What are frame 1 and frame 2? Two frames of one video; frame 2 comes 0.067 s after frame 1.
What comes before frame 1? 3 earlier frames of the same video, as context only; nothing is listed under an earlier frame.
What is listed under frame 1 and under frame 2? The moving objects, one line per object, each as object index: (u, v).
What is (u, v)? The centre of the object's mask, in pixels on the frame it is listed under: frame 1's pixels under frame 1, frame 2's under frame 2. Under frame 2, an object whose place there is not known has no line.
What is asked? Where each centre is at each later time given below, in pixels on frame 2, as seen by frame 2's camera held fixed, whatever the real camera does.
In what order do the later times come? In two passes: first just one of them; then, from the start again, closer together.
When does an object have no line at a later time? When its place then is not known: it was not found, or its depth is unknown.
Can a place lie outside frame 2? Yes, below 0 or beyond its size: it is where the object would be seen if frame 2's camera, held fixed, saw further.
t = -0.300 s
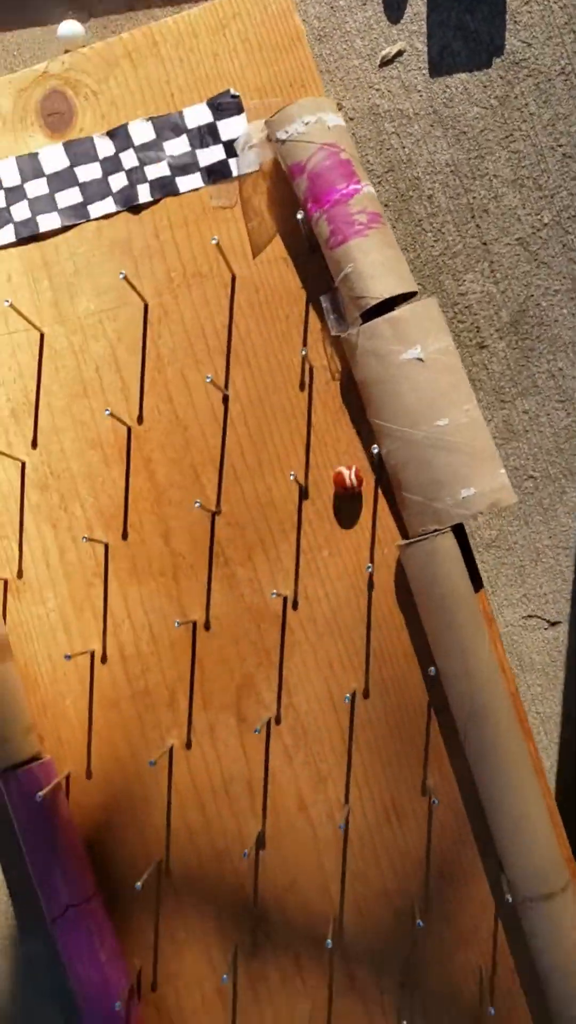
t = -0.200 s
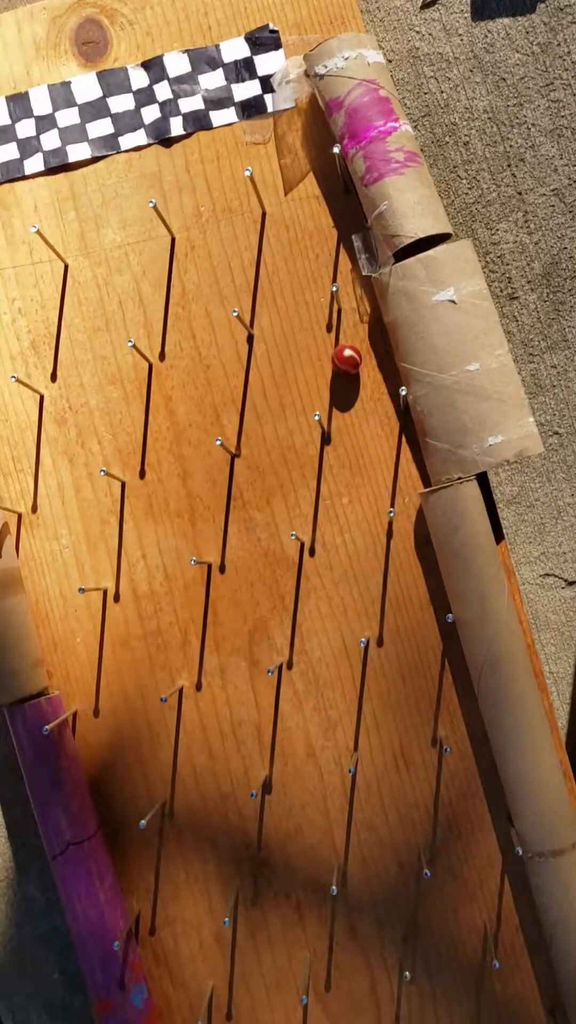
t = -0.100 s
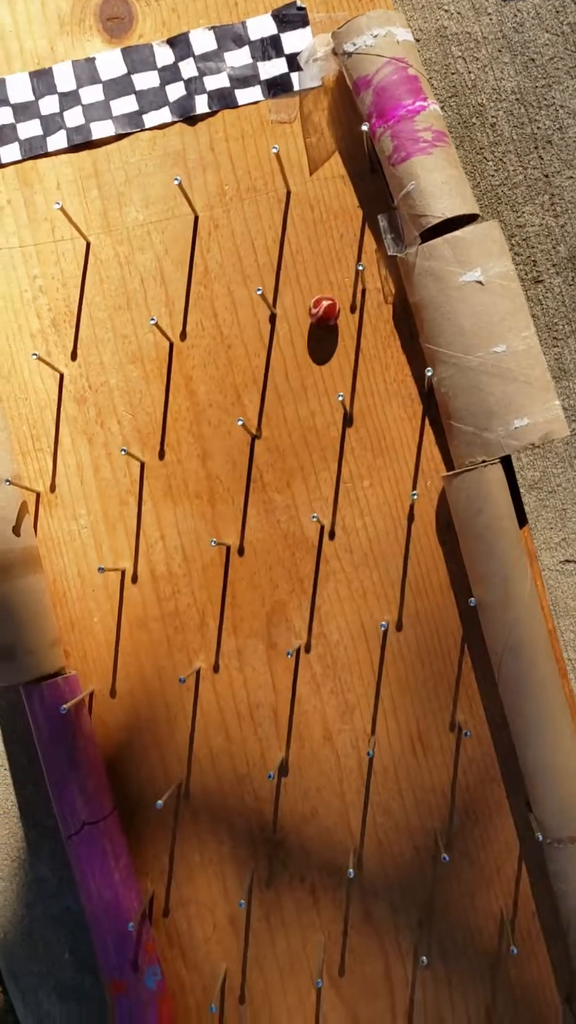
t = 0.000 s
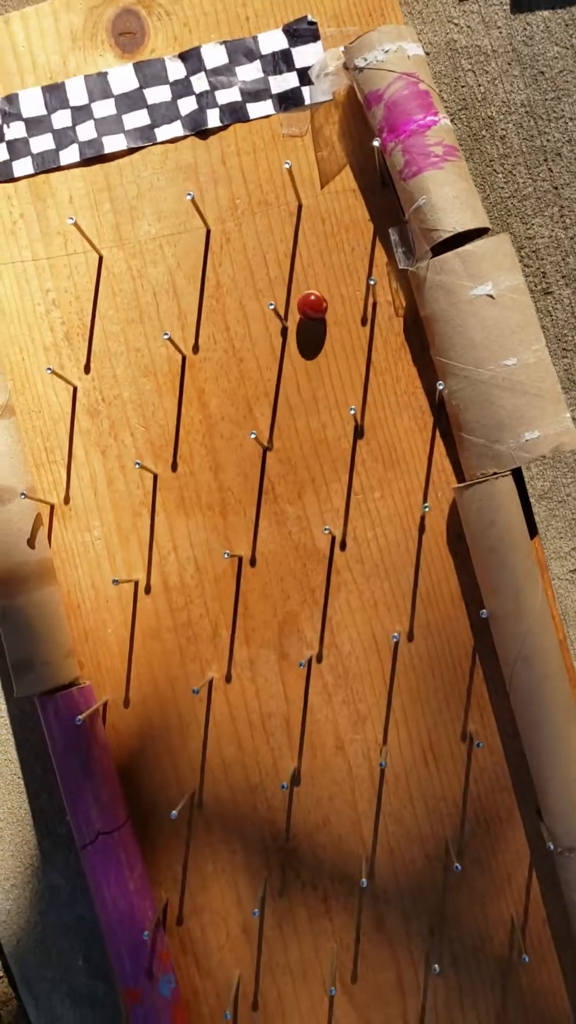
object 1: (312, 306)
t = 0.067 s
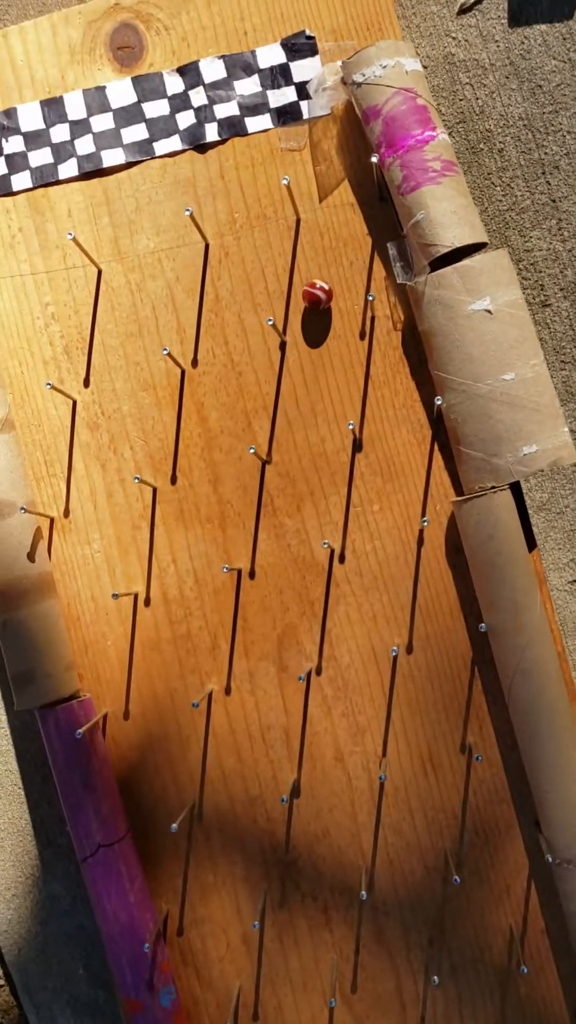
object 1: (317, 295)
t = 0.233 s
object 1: (321, 199)
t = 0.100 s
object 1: (319, 279)
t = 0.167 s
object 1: (321, 241)
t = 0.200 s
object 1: (322, 221)
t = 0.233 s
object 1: (321, 199)
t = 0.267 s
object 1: (320, 174)
